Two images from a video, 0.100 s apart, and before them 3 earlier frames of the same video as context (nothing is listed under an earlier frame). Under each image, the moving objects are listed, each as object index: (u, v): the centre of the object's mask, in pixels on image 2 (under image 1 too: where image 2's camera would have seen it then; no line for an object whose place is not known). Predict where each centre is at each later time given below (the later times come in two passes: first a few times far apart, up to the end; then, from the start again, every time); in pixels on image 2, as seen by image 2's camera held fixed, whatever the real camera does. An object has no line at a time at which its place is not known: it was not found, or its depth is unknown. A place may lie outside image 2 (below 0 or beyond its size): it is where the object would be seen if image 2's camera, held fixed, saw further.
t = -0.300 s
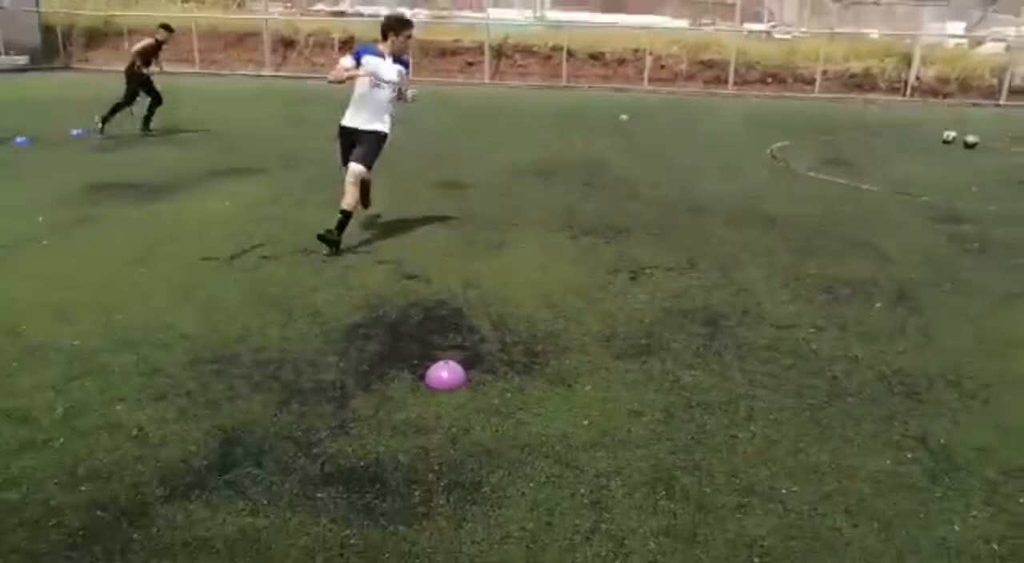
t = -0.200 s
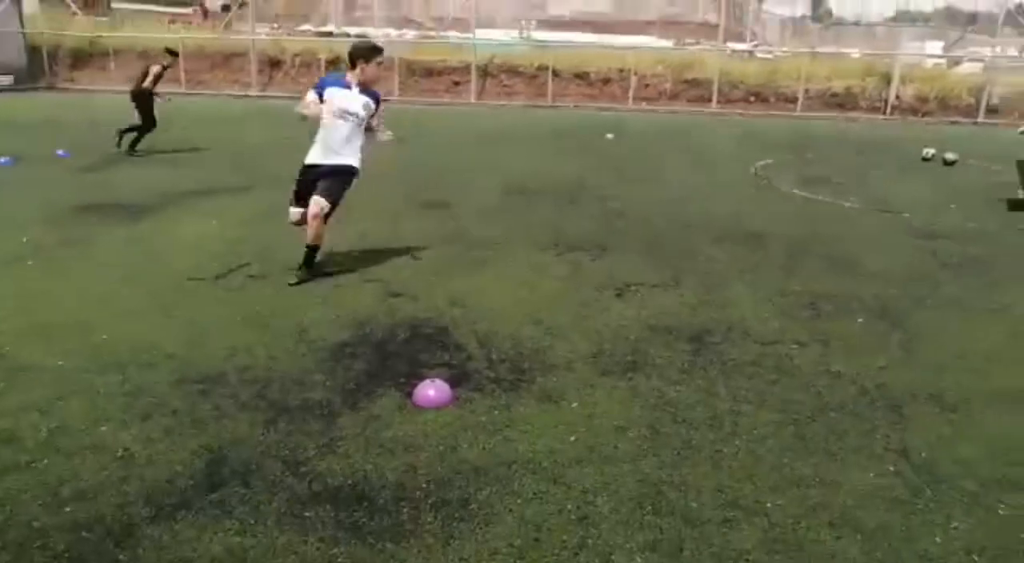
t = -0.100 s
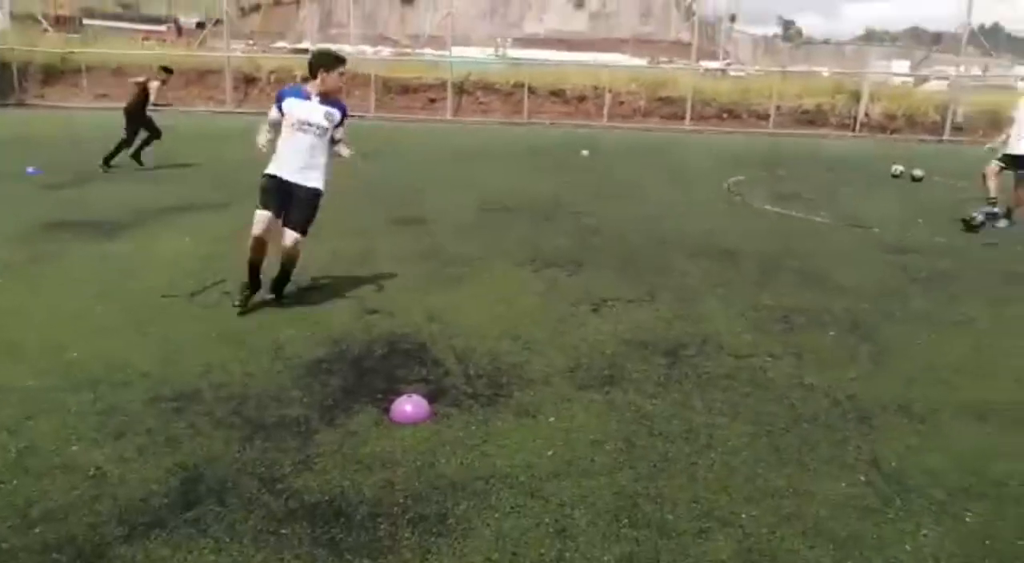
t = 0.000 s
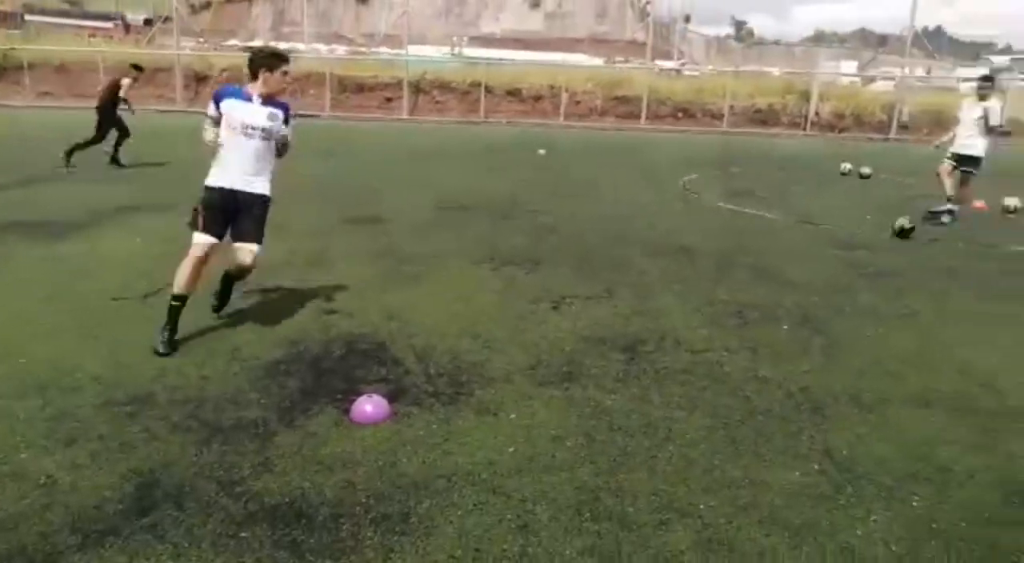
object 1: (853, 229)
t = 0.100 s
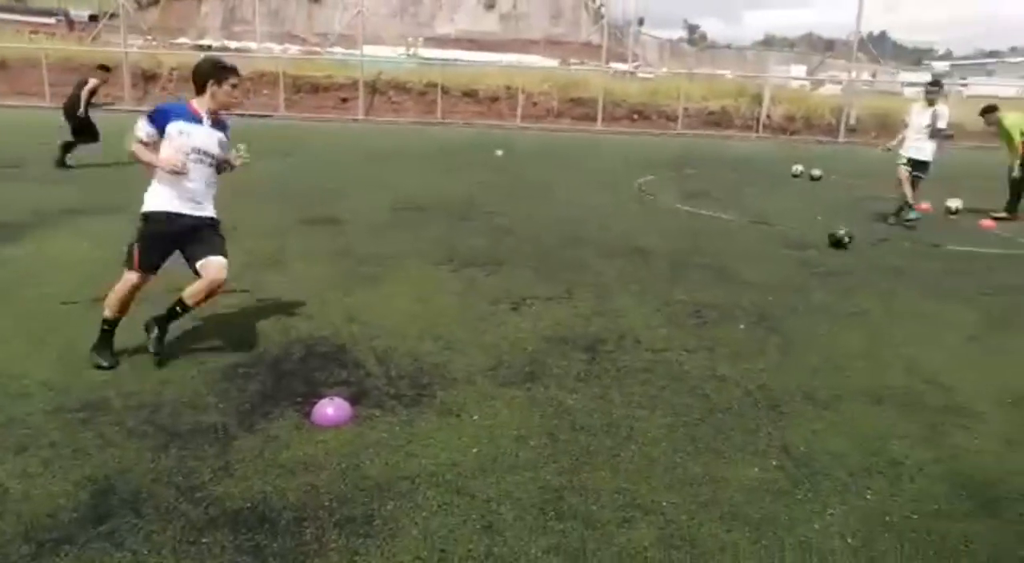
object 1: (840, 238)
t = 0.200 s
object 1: (826, 249)
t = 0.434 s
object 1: (788, 278)
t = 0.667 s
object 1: (739, 318)
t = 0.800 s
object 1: (701, 345)
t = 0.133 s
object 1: (835, 242)
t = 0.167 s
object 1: (830, 246)
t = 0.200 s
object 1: (826, 249)
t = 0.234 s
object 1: (820, 255)
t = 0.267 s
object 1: (815, 256)
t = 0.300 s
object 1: (810, 260)
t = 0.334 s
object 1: (805, 266)
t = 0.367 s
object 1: (799, 269)
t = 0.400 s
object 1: (794, 273)
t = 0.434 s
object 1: (788, 278)
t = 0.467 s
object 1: (780, 285)
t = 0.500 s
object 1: (776, 286)
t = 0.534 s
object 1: (768, 292)
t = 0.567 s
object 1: (761, 299)
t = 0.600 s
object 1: (754, 304)
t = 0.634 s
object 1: (747, 309)
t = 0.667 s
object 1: (739, 318)
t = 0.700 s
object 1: (729, 324)
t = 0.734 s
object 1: (720, 330)
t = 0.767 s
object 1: (711, 337)
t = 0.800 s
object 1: (701, 345)
